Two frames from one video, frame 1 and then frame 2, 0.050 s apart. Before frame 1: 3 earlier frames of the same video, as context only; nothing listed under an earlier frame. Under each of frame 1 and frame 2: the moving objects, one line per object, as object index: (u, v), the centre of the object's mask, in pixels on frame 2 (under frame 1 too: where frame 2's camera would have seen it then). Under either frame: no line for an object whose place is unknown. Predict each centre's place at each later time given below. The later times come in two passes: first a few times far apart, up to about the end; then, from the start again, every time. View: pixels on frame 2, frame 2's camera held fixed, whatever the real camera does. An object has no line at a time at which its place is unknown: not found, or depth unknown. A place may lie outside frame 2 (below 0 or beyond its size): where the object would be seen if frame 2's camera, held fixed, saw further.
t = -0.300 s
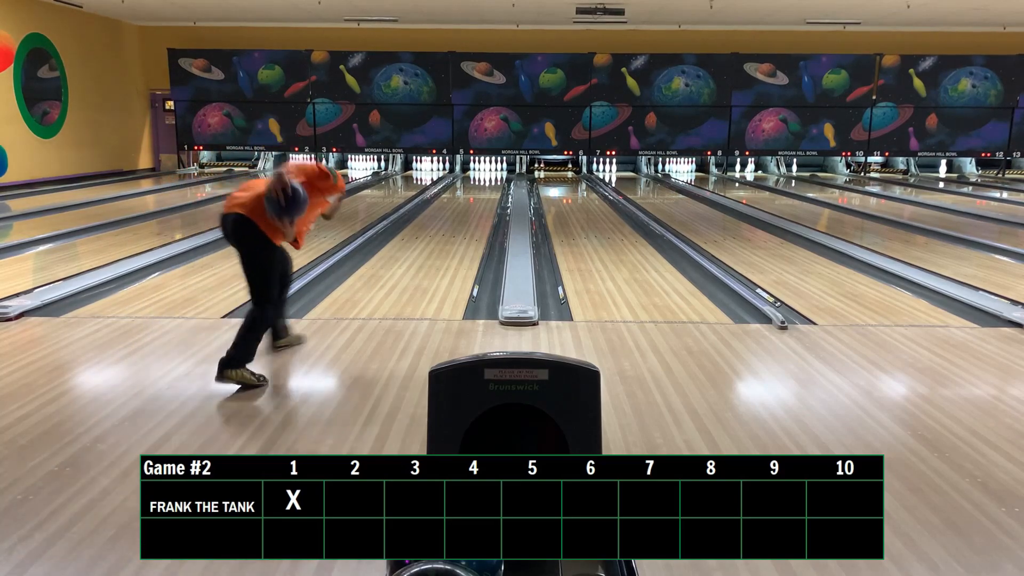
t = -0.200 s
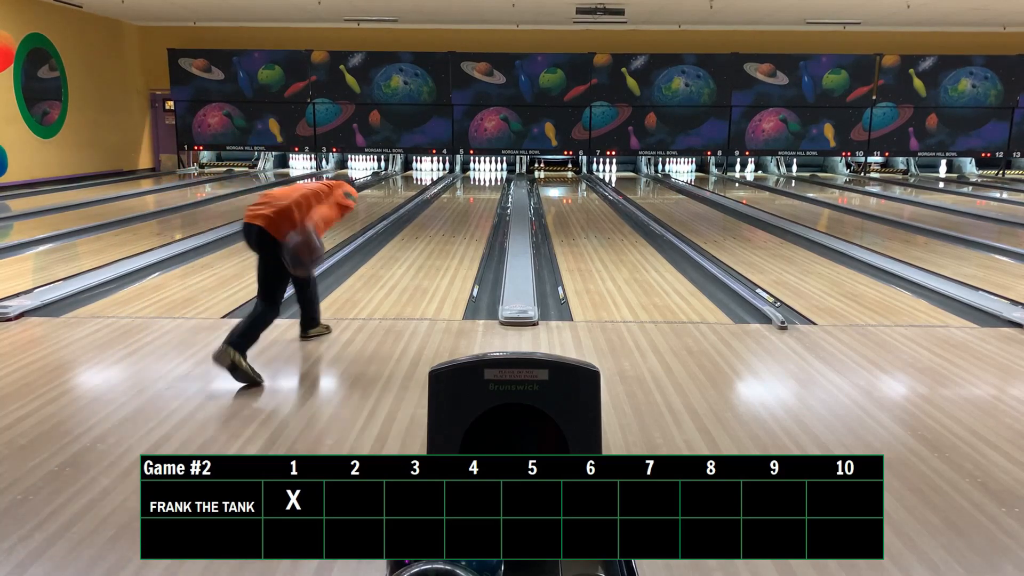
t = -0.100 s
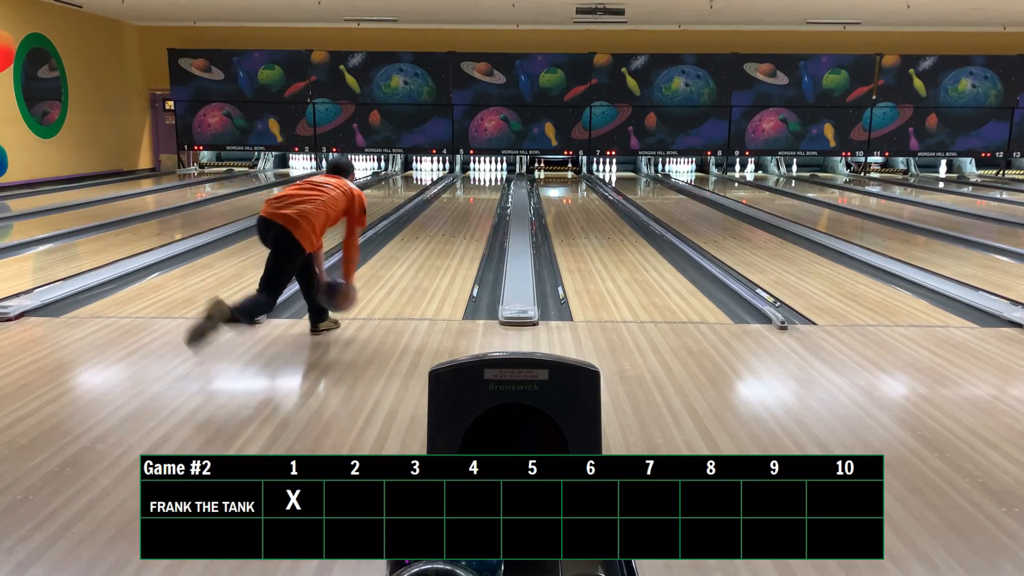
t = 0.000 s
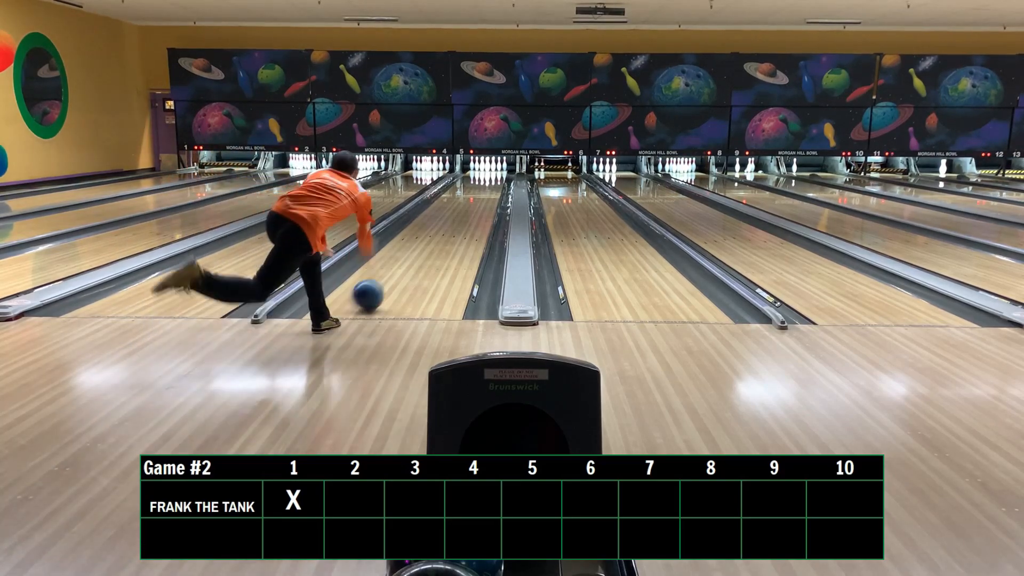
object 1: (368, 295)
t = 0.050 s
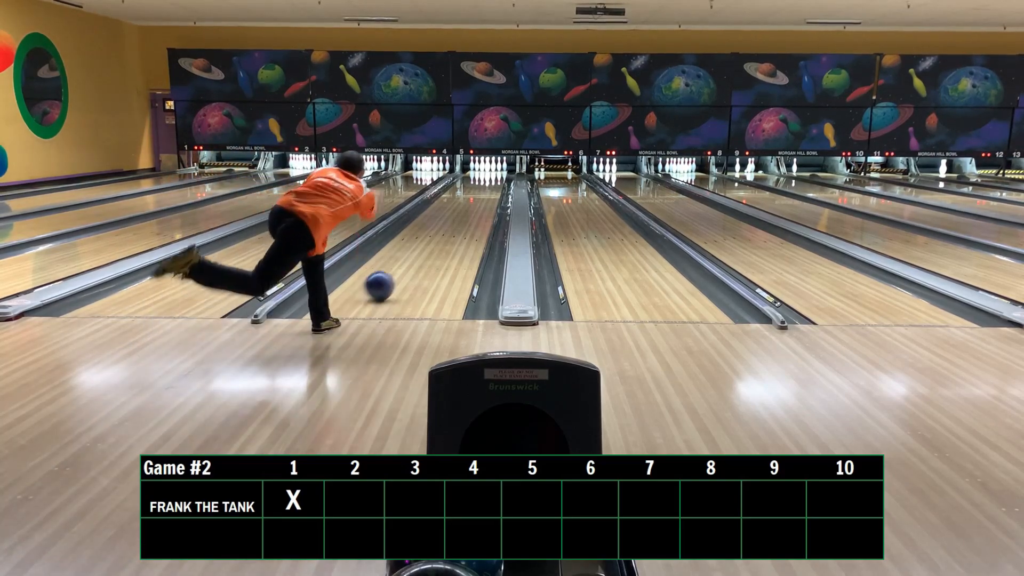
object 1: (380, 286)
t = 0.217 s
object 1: (409, 261)
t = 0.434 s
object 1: (435, 237)
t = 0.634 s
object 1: (453, 222)
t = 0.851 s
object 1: (466, 209)
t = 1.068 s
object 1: (476, 200)
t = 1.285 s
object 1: (484, 192)
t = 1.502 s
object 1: (489, 186)
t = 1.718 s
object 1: (493, 181)
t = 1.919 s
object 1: (495, 177)
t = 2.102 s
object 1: (494, 174)
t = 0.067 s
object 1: (383, 283)
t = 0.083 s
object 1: (386, 280)
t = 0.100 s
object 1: (389, 278)
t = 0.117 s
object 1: (393, 275)
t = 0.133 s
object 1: (396, 272)
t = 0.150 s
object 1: (399, 270)
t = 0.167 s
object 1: (402, 267)
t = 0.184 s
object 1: (404, 265)
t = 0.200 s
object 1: (407, 263)
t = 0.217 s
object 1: (409, 261)
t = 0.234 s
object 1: (412, 259)
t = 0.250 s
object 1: (414, 256)
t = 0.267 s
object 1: (416, 254)
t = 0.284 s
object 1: (418, 253)
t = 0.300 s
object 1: (421, 251)
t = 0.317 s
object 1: (423, 249)
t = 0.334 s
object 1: (425, 247)
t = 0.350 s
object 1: (426, 246)
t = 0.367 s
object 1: (429, 244)
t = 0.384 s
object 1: (430, 242)
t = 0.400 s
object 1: (432, 241)
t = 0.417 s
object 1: (434, 239)
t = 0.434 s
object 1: (435, 237)
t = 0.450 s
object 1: (437, 236)
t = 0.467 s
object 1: (439, 235)
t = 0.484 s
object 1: (440, 233)
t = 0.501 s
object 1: (442, 232)
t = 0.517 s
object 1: (443, 230)
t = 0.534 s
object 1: (445, 229)
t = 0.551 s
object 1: (446, 228)
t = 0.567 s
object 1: (447, 227)
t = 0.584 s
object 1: (449, 225)
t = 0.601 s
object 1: (450, 224)
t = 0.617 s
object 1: (451, 223)
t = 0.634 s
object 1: (453, 222)
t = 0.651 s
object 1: (454, 221)
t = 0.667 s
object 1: (455, 220)
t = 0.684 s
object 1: (456, 219)
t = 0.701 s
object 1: (457, 218)
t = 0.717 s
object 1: (458, 217)
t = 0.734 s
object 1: (459, 216)
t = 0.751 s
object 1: (460, 215)
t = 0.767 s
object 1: (461, 214)
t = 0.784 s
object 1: (462, 213)
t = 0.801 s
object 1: (463, 212)
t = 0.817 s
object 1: (464, 211)
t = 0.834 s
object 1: (465, 210)
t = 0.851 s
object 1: (466, 209)
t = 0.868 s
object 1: (467, 209)
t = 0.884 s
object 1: (468, 208)
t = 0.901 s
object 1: (469, 207)
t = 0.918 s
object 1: (470, 206)
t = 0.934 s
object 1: (470, 205)
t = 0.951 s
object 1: (471, 204)
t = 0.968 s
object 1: (472, 204)
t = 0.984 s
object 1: (472, 203)
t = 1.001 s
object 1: (473, 203)
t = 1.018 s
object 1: (474, 202)
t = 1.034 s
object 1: (475, 201)
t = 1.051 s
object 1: (476, 200)
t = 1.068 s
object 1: (476, 200)
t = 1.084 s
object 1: (477, 199)
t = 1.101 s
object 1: (477, 198)
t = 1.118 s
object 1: (478, 198)
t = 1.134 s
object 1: (479, 197)
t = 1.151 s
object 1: (479, 197)
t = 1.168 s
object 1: (480, 196)
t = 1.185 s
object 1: (481, 195)
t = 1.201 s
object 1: (481, 195)
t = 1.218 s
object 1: (482, 194)
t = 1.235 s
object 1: (482, 194)
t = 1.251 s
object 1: (483, 193)
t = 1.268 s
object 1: (483, 193)
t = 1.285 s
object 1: (484, 192)
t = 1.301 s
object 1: (484, 192)
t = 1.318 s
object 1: (485, 191)
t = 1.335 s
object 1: (485, 191)
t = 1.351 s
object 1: (485, 190)
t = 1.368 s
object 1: (486, 190)
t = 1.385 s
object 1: (486, 189)
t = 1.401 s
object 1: (487, 189)
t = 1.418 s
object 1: (487, 189)
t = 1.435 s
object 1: (488, 188)
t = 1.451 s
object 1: (488, 187)
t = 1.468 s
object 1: (489, 187)
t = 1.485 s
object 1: (489, 186)
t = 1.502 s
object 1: (489, 186)
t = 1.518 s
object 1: (490, 186)
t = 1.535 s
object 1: (490, 185)
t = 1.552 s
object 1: (490, 185)
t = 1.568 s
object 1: (490, 184)
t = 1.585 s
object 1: (491, 184)
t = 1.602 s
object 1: (491, 184)
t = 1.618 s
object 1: (491, 183)
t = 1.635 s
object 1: (492, 183)
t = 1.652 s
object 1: (492, 182)
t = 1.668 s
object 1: (492, 182)
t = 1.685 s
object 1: (492, 182)
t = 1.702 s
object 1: (493, 181)
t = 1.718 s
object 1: (493, 181)
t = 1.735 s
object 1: (493, 180)
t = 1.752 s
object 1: (494, 180)
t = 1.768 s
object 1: (494, 180)
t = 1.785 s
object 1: (494, 179)
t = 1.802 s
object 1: (494, 179)
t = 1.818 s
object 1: (494, 179)
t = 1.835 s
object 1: (494, 178)
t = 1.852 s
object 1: (494, 178)
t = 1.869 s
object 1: (494, 178)
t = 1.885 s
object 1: (494, 177)
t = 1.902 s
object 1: (495, 177)
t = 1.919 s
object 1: (495, 177)
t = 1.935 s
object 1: (495, 177)
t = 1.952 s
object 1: (495, 176)
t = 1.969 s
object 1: (495, 176)
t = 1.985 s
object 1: (495, 175)
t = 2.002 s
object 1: (495, 175)
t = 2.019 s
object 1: (495, 175)
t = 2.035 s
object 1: (495, 175)
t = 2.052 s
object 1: (495, 174)
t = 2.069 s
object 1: (495, 174)
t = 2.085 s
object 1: (495, 174)
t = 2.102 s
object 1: (494, 174)
